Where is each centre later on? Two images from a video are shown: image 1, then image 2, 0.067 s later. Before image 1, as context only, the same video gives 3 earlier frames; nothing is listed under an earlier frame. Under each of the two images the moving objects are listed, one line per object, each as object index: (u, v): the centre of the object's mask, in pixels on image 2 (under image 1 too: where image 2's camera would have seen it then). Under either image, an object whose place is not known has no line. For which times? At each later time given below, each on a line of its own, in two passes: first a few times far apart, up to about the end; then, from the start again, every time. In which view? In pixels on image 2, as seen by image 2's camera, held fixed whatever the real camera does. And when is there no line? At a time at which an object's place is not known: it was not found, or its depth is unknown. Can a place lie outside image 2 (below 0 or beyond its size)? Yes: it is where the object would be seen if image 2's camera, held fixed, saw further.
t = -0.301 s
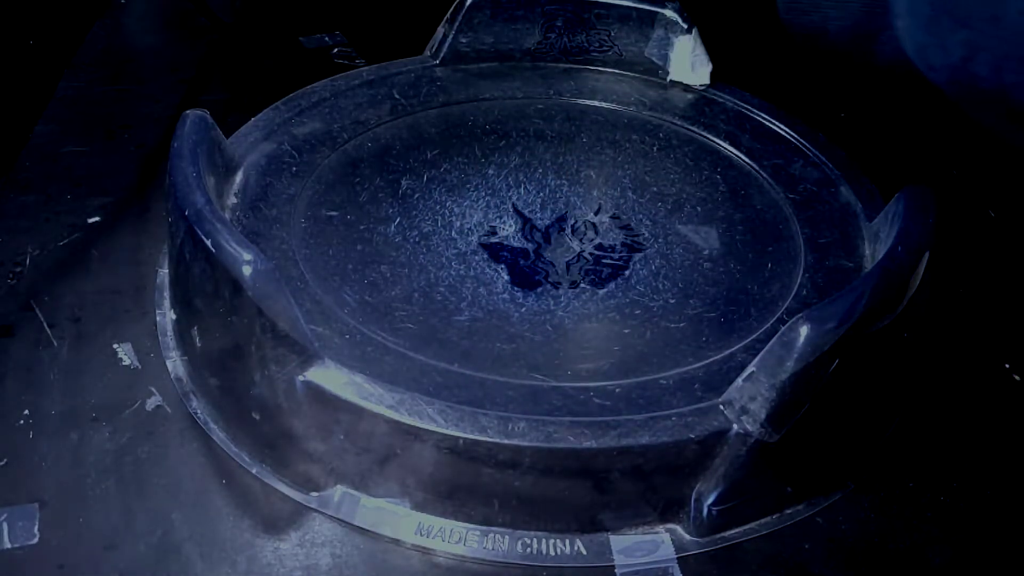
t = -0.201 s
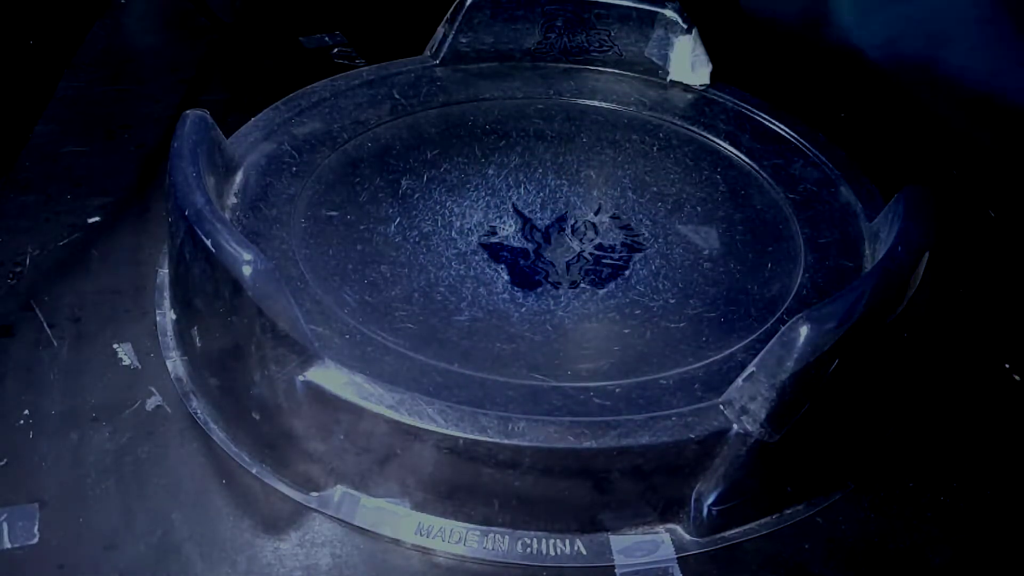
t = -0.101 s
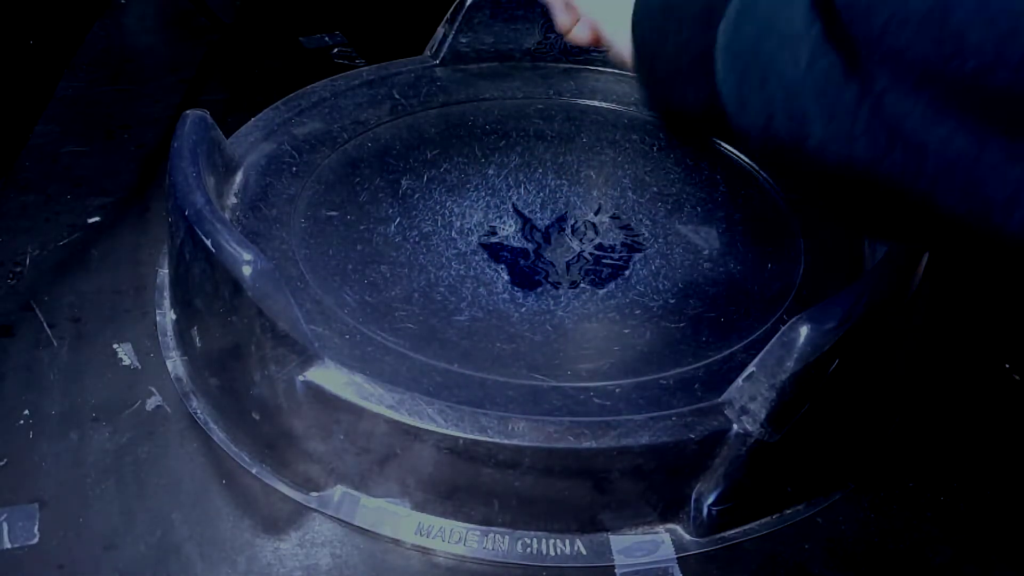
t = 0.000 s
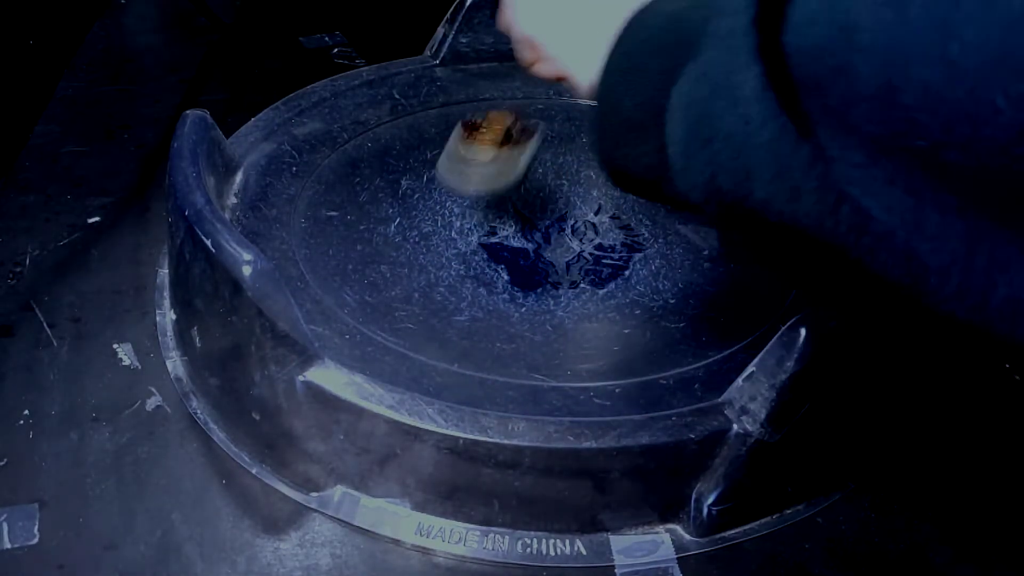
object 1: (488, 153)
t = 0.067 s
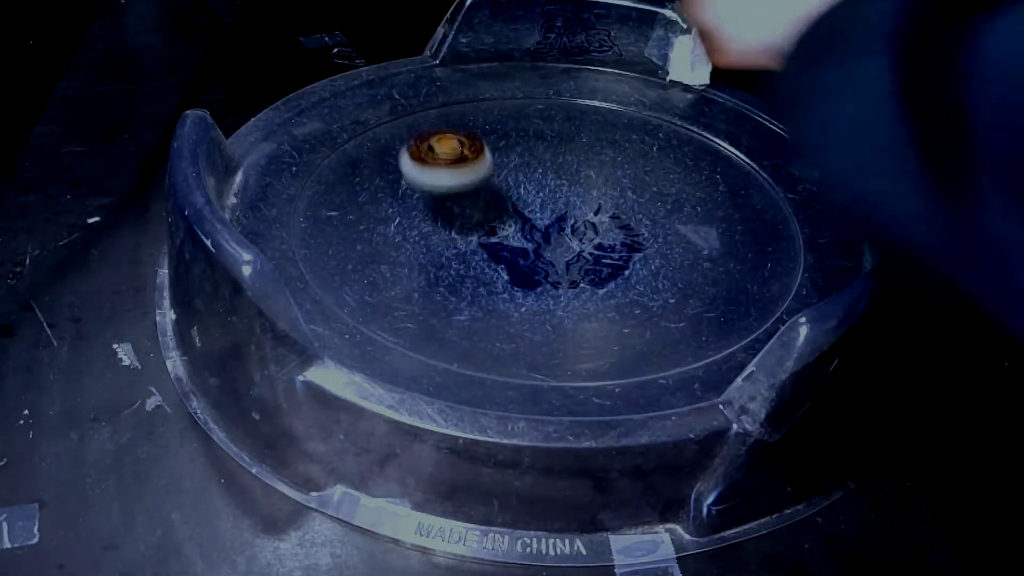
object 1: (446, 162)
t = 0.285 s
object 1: (429, 207)
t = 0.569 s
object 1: (555, 288)
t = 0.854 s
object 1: (604, 225)
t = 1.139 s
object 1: (466, 214)
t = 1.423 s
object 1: (519, 277)
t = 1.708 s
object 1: (574, 217)
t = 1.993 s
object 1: (451, 198)
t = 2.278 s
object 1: (507, 260)
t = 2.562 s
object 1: (568, 203)
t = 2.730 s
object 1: (509, 176)
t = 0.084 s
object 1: (441, 148)
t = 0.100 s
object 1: (435, 139)
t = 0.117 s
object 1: (430, 135)
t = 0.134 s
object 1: (424, 138)
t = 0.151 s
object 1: (419, 144)
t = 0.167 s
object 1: (413, 157)
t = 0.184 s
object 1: (408, 174)
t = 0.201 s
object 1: (402, 196)
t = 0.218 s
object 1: (401, 212)
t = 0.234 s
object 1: (407, 205)
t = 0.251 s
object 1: (414, 200)
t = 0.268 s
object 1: (421, 201)
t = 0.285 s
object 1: (429, 207)
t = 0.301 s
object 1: (436, 219)
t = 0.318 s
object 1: (444, 235)
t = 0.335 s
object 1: (451, 248)
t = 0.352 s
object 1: (458, 246)
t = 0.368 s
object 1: (465, 247)
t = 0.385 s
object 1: (472, 254)
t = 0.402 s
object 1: (478, 265)
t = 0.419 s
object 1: (485, 267)
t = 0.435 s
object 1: (491, 270)
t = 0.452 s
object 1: (496, 275)
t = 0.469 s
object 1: (504, 278)
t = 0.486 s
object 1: (513, 280)
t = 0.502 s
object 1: (520, 283)
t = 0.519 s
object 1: (529, 285)
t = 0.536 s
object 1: (537, 287)
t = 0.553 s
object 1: (546, 287)
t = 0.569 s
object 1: (555, 288)
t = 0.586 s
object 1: (564, 287)
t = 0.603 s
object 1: (573, 286)
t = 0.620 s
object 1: (581, 284)
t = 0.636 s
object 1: (589, 282)
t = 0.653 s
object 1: (597, 279)
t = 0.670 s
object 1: (603, 276)
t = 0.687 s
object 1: (610, 272)
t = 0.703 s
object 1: (615, 268)
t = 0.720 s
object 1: (619, 263)
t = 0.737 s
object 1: (622, 258)
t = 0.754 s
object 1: (623, 253)
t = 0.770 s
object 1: (623, 248)
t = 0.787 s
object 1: (622, 243)
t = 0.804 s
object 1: (619, 238)
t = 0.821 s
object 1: (614, 234)
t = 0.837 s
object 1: (609, 230)
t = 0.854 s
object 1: (604, 225)
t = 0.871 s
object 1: (597, 221)
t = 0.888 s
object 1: (590, 217)
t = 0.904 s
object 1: (582, 214)
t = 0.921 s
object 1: (574, 211)
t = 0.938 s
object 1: (565, 209)
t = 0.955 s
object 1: (556, 206)
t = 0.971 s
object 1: (547, 205)
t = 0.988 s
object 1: (538, 203)
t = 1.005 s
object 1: (528, 203)
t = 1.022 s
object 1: (519, 202)
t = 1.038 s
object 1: (509, 202)
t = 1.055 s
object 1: (501, 203)
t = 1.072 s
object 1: (492, 204)
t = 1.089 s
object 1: (485, 206)
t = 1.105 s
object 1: (478, 208)
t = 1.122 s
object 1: (471, 211)
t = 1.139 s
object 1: (466, 214)
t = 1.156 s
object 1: (460, 218)
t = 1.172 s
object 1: (457, 222)
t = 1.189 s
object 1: (454, 226)
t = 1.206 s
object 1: (452, 231)
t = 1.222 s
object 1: (451, 235)
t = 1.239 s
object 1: (452, 240)
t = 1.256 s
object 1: (453, 245)
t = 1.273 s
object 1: (455, 250)
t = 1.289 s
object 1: (459, 254)
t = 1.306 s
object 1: (464, 259)
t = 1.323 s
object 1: (470, 263)
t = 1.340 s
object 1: (477, 267)
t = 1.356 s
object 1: (484, 270)
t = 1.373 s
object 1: (493, 272)
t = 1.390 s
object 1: (501, 274)
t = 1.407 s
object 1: (510, 276)
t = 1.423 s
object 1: (519, 277)
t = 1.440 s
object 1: (529, 277)
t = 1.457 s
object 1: (538, 277)
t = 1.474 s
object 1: (546, 275)
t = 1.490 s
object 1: (555, 274)
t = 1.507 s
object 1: (561, 271)
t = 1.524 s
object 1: (568, 268)
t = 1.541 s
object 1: (574, 265)
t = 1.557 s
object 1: (579, 261)
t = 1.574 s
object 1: (583, 256)
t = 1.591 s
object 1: (585, 252)
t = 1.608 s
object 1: (587, 247)
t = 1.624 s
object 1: (587, 242)
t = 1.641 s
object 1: (587, 237)
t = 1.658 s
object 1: (585, 232)
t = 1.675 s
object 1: (582, 227)
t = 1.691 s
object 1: (578, 222)
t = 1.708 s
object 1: (574, 217)
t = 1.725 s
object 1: (569, 213)
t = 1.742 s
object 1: (563, 209)
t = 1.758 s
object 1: (558, 205)
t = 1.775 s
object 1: (550, 202)
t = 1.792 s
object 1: (543, 199)
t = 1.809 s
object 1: (536, 196)
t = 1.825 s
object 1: (528, 194)
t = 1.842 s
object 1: (520, 192)
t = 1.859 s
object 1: (511, 191)
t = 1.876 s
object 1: (503, 190)
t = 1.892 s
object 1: (494, 189)
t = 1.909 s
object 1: (486, 189)
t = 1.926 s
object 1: (478, 191)
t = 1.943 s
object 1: (470, 192)
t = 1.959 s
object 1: (463, 194)
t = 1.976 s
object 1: (457, 196)
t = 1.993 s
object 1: (451, 198)
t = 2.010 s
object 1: (447, 202)
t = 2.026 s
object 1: (443, 205)
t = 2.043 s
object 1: (440, 210)
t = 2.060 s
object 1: (439, 214)
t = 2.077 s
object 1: (439, 218)
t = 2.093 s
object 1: (439, 223)
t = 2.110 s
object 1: (441, 228)
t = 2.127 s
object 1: (444, 232)
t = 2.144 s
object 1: (448, 237)
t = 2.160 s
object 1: (453, 241)
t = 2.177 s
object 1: (459, 245)
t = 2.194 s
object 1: (465, 249)
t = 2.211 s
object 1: (473, 252)
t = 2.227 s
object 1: (480, 255)
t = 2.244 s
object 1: (489, 257)
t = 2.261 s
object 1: (498, 259)
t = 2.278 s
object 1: (507, 260)
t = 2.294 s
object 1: (515, 260)
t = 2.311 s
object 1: (524, 259)
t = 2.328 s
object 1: (533, 258)
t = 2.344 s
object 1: (540, 256)
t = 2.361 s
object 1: (547, 254)
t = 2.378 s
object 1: (554, 251)
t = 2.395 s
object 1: (560, 248)
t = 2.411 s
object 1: (565, 244)
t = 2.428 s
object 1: (570, 240)
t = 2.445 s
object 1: (573, 236)
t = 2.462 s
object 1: (575, 231)
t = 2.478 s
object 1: (576, 226)
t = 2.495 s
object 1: (577, 221)
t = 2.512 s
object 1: (576, 217)
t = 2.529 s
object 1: (574, 212)
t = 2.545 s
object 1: (571, 208)
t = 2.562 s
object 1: (568, 203)
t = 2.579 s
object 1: (564, 199)
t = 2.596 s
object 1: (560, 195)
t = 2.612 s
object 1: (555, 191)
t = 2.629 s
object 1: (549, 188)
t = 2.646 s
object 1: (542, 185)
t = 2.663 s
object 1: (537, 182)
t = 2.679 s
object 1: (529, 180)
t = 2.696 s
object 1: (523, 178)
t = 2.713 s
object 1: (516, 177)
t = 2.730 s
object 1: (509, 176)
